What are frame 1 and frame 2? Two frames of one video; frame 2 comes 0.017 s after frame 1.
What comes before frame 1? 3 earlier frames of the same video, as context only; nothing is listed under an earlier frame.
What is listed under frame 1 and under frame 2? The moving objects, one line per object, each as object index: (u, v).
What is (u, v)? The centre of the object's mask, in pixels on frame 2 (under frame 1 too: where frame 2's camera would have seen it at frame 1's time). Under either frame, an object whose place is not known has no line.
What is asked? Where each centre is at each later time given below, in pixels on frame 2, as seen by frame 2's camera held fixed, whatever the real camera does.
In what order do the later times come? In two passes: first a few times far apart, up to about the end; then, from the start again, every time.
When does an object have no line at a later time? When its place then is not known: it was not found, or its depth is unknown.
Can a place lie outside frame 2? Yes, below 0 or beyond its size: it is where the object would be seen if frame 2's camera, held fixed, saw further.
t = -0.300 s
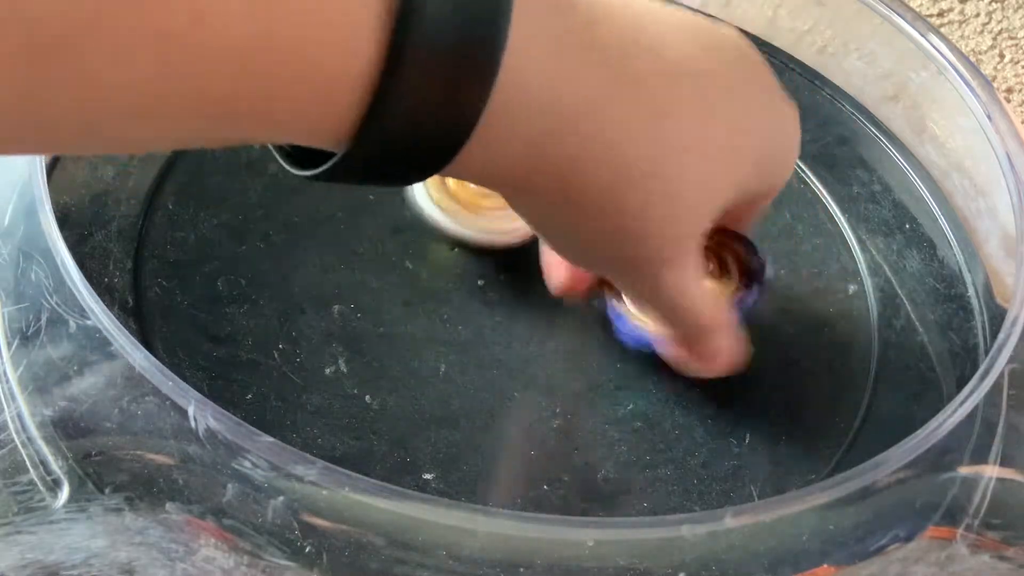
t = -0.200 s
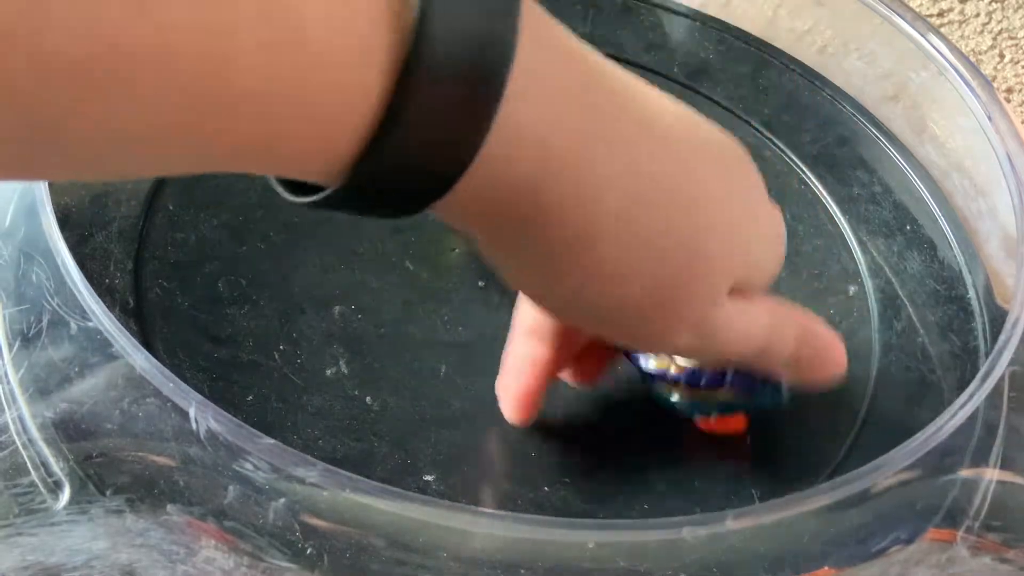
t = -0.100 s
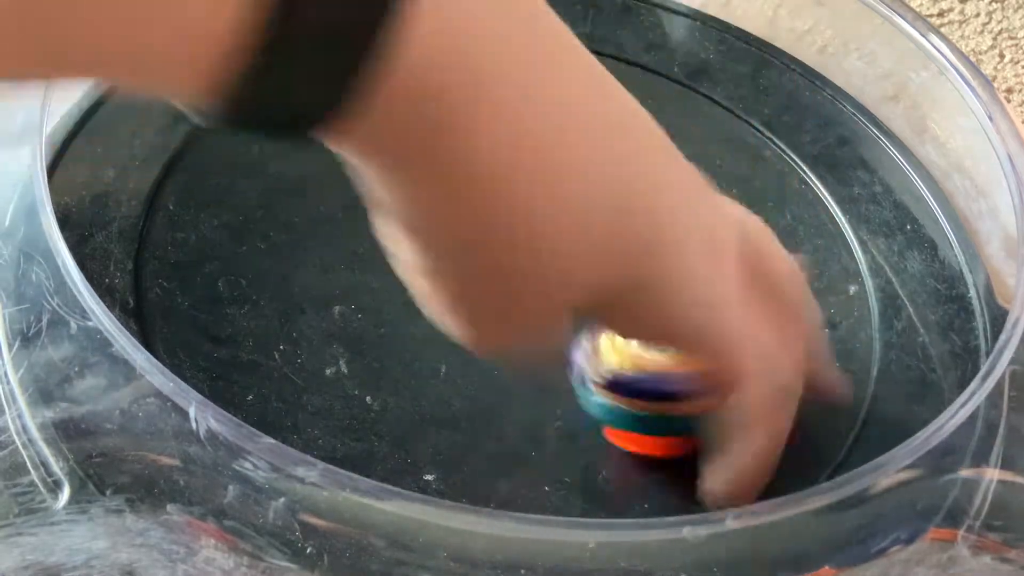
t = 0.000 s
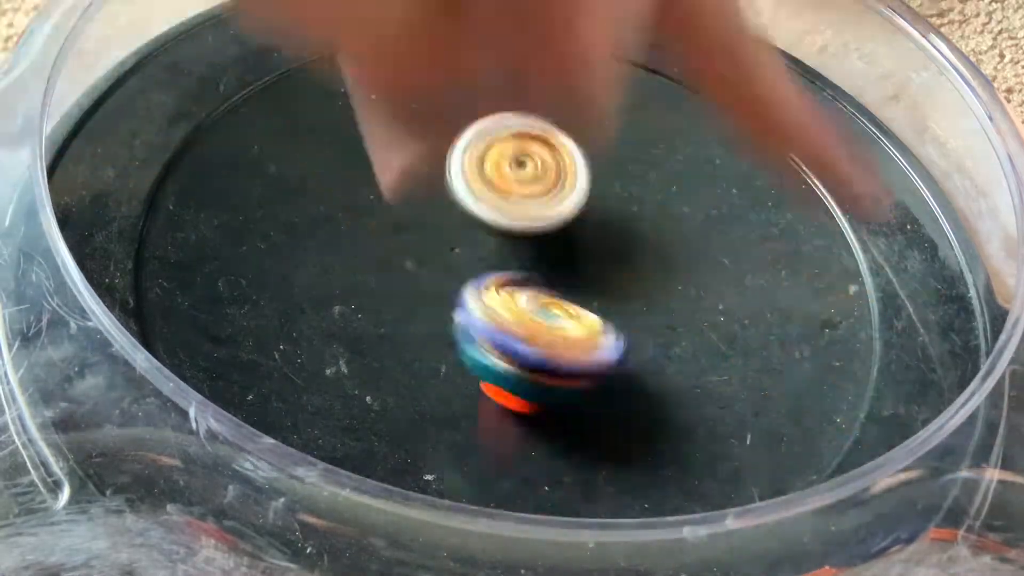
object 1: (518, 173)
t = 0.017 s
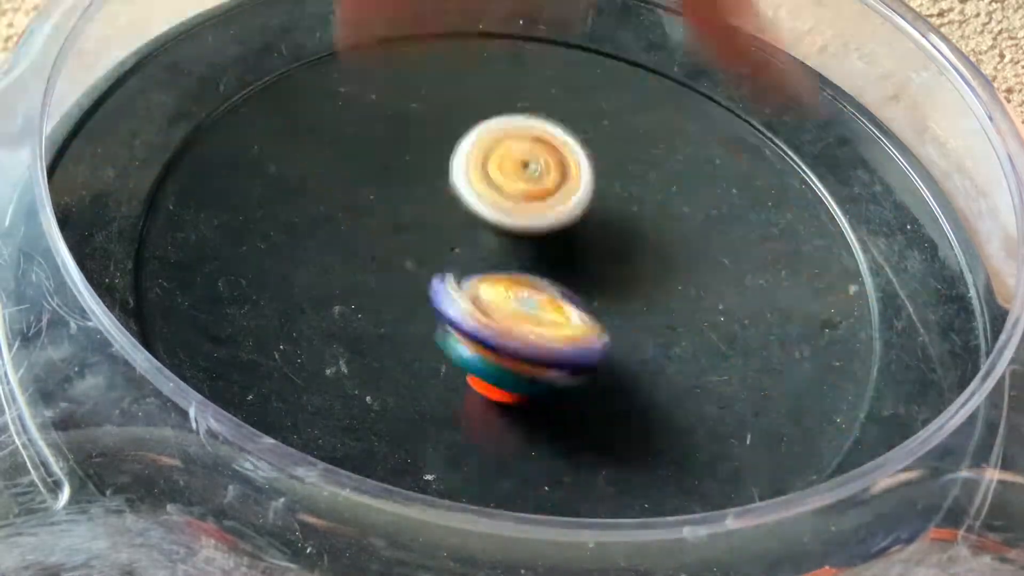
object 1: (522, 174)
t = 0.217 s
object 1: (556, 191)
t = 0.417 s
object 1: (591, 224)
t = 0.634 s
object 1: (601, 263)
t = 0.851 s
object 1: (540, 332)
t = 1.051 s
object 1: (494, 346)
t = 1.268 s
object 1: (366, 282)
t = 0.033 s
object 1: (523, 174)
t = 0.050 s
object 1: (528, 175)
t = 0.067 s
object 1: (528, 176)
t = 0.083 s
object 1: (533, 177)
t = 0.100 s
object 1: (533, 178)
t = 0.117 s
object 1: (538, 179)
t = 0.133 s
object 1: (538, 181)
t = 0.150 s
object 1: (542, 183)
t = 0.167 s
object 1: (543, 185)
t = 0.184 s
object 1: (548, 186)
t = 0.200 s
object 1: (550, 189)
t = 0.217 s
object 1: (556, 191)
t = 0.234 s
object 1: (559, 194)
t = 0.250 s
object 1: (564, 196)
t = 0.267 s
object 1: (567, 199)
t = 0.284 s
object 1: (572, 201)
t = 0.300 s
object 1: (574, 205)
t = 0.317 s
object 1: (578, 207)
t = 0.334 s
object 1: (580, 211)
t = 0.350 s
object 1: (583, 212)
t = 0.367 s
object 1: (584, 217)
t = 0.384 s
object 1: (587, 218)
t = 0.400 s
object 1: (588, 223)
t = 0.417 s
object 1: (591, 224)
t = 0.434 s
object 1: (592, 229)
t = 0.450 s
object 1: (594, 230)
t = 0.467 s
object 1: (595, 235)
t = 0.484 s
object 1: (596, 236)
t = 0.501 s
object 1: (597, 241)
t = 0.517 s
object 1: (598, 242)
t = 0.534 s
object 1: (599, 246)
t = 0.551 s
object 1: (599, 247)
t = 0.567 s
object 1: (600, 252)
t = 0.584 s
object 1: (600, 253)
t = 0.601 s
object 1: (601, 257)
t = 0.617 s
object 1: (600, 259)
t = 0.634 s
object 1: (601, 263)
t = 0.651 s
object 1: (599, 265)
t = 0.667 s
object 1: (600, 270)
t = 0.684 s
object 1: (597, 274)
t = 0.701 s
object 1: (591, 282)
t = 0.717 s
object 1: (583, 292)
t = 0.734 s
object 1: (576, 298)
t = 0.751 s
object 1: (568, 306)
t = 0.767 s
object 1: (562, 310)
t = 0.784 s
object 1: (556, 316)
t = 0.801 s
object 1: (551, 319)
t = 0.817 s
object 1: (547, 325)
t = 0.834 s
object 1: (542, 329)
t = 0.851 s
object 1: (540, 332)
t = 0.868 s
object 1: (535, 335)
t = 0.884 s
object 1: (534, 337)
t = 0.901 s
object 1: (529, 340)
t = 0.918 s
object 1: (527, 342)
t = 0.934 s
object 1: (521, 343)
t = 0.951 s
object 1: (518, 344)
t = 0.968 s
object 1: (514, 345)
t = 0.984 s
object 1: (511, 346)
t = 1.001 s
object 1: (508, 347)
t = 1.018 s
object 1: (502, 346)
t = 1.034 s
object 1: (499, 347)
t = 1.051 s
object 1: (494, 346)
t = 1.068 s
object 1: (492, 346)
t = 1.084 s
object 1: (486, 344)
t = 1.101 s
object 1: (475, 342)
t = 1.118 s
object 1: (457, 335)
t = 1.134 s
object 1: (438, 328)
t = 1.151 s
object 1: (424, 322)
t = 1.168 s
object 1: (409, 314)
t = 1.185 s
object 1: (398, 310)
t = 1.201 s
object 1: (390, 304)
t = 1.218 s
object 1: (383, 298)
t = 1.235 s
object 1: (377, 293)
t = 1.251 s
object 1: (370, 286)
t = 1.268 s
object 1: (366, 282)
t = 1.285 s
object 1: (362, 278)
